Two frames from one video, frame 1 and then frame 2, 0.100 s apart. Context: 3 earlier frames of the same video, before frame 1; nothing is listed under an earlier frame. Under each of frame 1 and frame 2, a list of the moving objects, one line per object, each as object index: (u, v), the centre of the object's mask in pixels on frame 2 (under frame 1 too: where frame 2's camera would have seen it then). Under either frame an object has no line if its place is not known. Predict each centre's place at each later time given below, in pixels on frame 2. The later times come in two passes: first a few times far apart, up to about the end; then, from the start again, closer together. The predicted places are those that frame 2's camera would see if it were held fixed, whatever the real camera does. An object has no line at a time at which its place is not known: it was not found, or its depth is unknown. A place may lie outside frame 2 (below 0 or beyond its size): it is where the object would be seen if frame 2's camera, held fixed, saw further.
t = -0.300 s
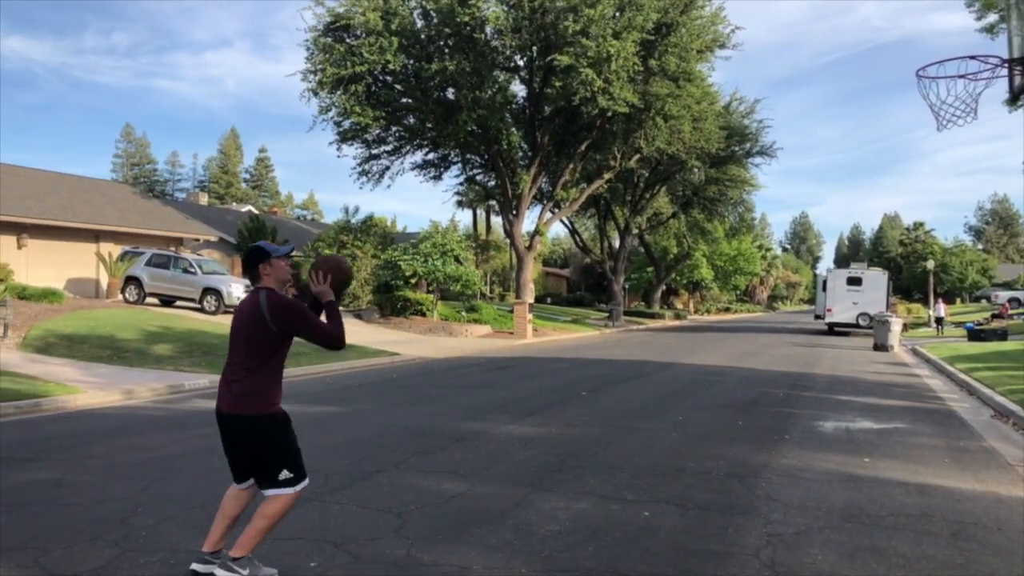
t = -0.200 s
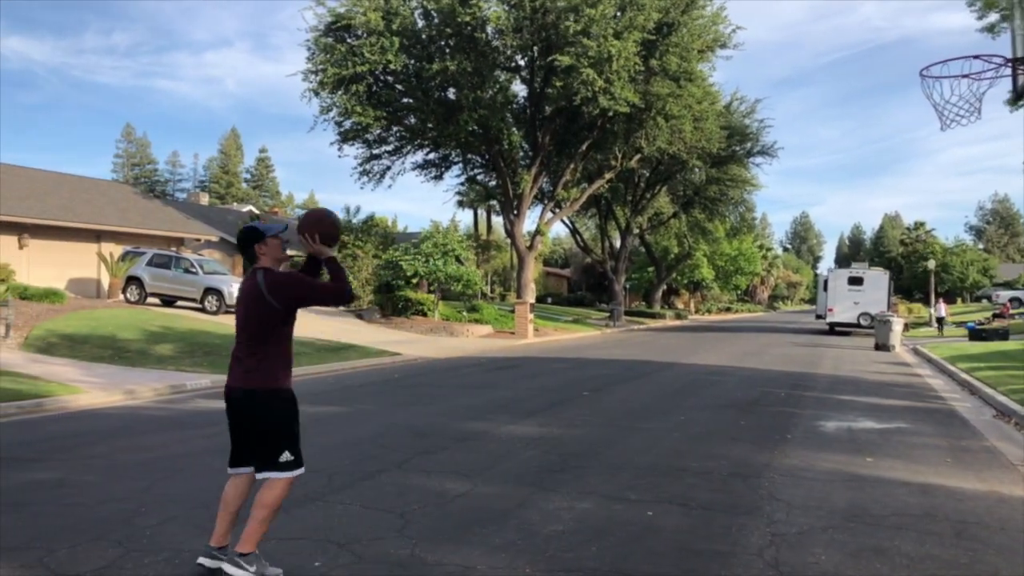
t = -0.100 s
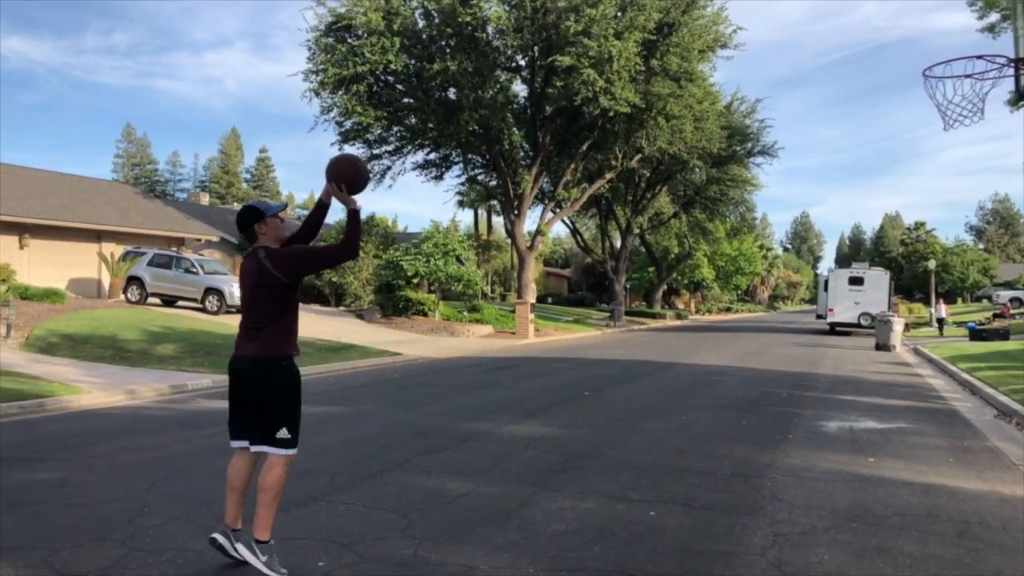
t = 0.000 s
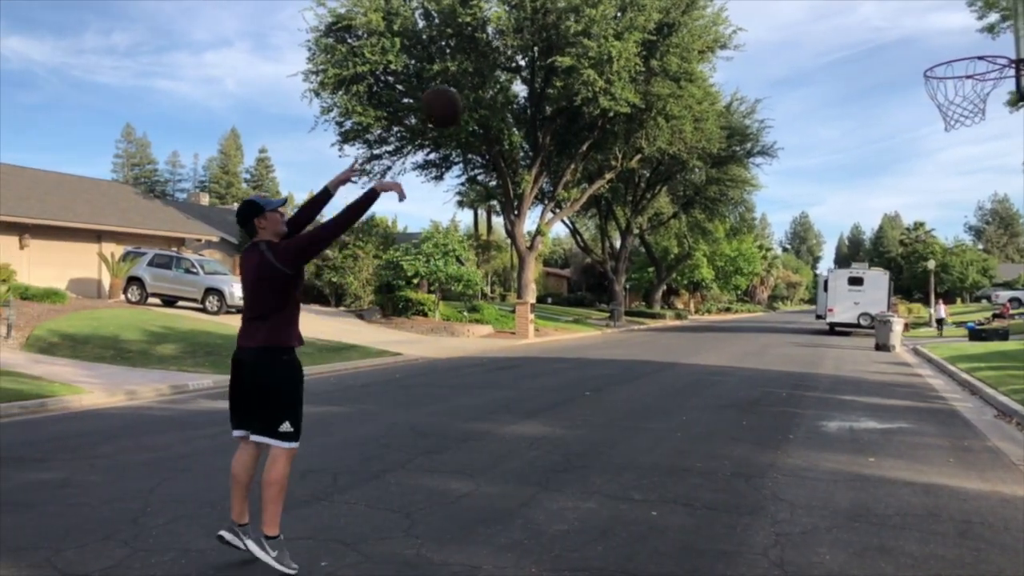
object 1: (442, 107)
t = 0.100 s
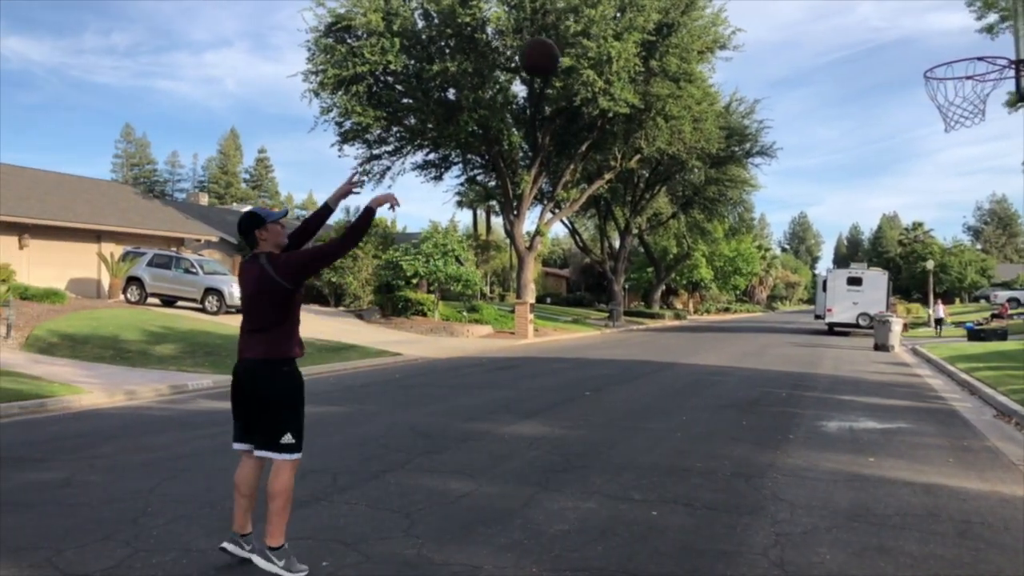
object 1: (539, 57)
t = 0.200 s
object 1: (631, 26)
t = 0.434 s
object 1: (832, 18)
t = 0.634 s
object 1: (926, 33)
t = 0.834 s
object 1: (879, 10)
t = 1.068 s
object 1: (813, 68)
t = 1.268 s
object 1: (745, 230)
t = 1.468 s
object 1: (659, 528)
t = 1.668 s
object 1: (622, 479)
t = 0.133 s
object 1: (569, 45)
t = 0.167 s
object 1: (601, 34)
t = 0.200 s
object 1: (631, 26)
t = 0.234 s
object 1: (661, 19)
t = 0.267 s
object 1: (690, 16)
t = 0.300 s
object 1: (720, 14)
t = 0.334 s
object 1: (748, 13)
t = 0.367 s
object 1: (777, 14)
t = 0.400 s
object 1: (804, 15)
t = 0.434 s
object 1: (832, 18)
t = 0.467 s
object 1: (859, 25)
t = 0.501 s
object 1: (886, 32)
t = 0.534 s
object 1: (913, 42)
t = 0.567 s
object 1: (938, 53)
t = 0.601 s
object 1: (933, 44)
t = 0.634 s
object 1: (926, 33)
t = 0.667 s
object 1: (919, 25)
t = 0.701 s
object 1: (911, 18)
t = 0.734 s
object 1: (903, 13)
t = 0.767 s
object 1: (896, 11)
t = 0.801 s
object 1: (887, 10)
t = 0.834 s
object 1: (879, 10)
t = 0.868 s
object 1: (870, 11)
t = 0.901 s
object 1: (861, 13)
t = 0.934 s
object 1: (852, 19)
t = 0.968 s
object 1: (843, 28)
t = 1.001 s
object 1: (833, 39)
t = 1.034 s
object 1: (823, 52)
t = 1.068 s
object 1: (813, 68)
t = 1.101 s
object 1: (803, 87)
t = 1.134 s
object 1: (792, 109)
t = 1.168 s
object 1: (781, 135)
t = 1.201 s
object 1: (769, 163)
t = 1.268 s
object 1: (745, 230)
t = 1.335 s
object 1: (718, 312)
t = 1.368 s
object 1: (706, 359)
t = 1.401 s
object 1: (692, 411)
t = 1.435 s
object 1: (676, 467)
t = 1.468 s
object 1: (659, 528)
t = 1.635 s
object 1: (623, 521)
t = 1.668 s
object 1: (622, 479)
